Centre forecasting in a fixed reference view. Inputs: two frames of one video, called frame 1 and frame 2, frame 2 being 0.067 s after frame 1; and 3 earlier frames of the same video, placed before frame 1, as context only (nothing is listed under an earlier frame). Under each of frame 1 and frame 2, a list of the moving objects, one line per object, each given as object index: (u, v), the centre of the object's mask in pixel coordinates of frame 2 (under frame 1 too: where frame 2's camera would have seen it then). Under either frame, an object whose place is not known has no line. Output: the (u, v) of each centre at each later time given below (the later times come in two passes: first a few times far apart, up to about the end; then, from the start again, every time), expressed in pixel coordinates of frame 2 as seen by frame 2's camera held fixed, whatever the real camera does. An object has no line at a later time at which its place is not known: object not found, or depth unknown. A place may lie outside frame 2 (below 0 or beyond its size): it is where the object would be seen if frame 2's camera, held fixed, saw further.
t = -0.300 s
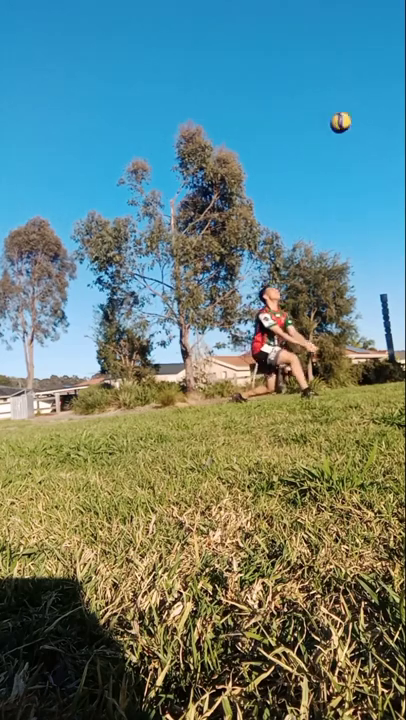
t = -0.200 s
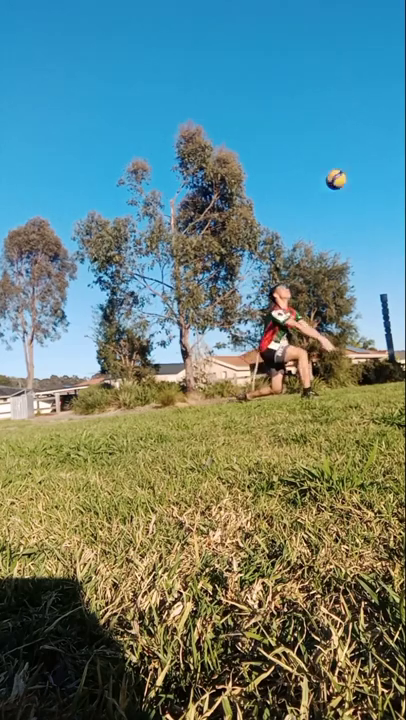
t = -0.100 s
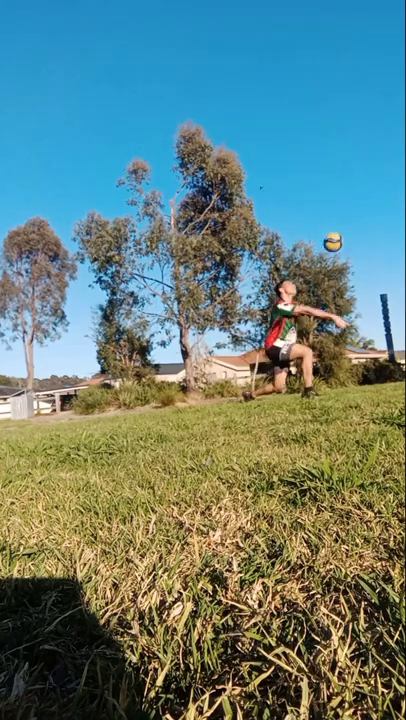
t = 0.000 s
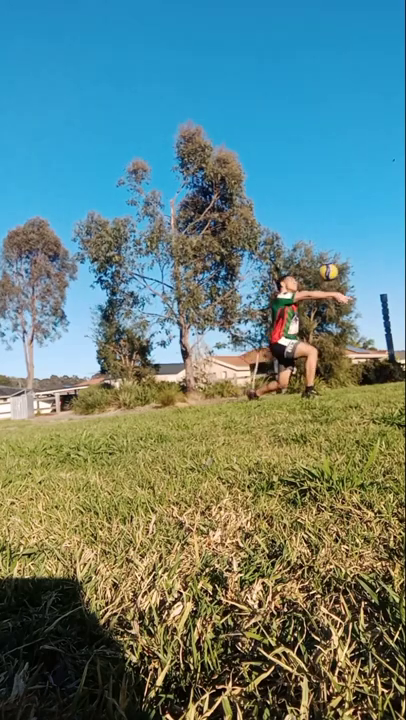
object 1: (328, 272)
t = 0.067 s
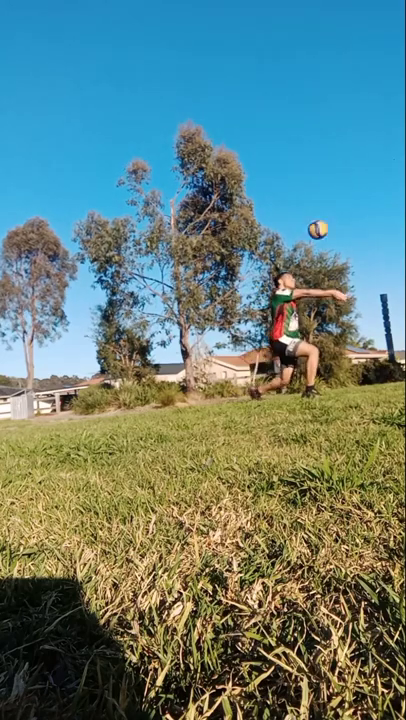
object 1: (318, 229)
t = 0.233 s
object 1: (295, 142)
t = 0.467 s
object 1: (271, 62)
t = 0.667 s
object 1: (258, 31)
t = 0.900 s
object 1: (248, 39)
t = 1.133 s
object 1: (245, 94)
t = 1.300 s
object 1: (247, 165)
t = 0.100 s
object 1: (313, 210)
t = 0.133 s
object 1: (308, 191)
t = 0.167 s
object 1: (304, 174)
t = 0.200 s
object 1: (299, 157)
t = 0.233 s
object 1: (295, 142)
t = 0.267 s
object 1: (292, 127)
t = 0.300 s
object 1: (288, 114)
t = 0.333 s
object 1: (284, 102)
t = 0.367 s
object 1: (281, 90)
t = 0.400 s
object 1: (278, 80)
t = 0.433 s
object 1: (275, 71)
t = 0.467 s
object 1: (271, 62)
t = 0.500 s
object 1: (269, 55)
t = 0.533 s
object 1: (267, 48)
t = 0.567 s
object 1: (264, 42)
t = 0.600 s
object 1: (262, 38)
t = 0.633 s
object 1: (260, 34)
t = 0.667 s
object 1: (258, 31)
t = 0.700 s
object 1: (256, 29)
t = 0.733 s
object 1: (255, 29)
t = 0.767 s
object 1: (253, 29)
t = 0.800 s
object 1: (252, 30)
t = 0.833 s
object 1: (250, 32)
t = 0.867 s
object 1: (249, 34)
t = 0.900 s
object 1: (248, 39)
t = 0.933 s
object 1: (248, 43)
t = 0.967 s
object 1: (246, 49)
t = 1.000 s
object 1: (246, 56)
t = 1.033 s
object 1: (246, 64)
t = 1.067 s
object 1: (245, 73)
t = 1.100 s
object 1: (245, 83)
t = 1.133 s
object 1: (245, 94)
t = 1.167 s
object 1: (246, 106)
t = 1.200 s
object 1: (246, 119)
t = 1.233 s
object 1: (246, 133)
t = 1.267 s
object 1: (247, 149)
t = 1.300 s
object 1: (247, 165)
